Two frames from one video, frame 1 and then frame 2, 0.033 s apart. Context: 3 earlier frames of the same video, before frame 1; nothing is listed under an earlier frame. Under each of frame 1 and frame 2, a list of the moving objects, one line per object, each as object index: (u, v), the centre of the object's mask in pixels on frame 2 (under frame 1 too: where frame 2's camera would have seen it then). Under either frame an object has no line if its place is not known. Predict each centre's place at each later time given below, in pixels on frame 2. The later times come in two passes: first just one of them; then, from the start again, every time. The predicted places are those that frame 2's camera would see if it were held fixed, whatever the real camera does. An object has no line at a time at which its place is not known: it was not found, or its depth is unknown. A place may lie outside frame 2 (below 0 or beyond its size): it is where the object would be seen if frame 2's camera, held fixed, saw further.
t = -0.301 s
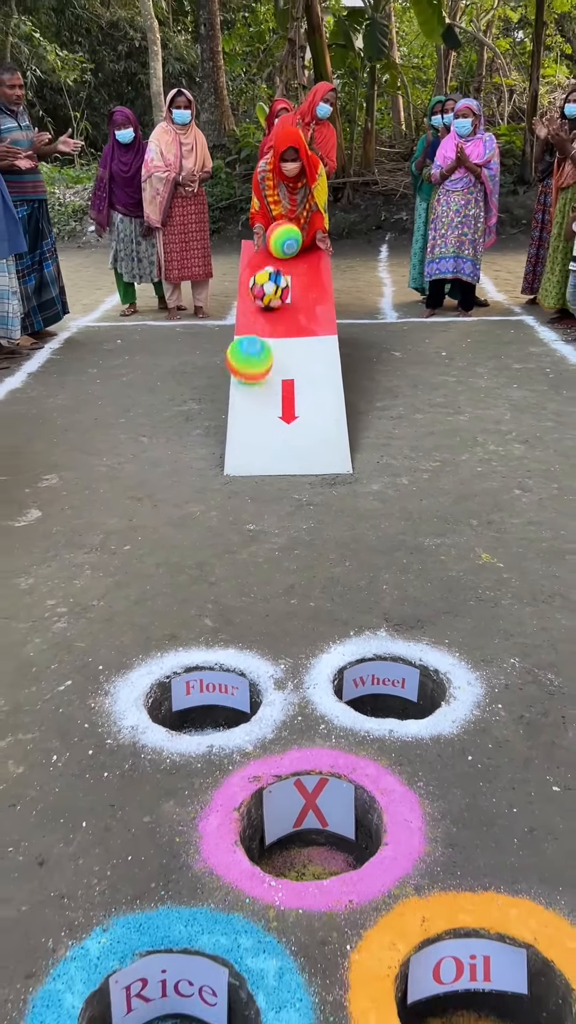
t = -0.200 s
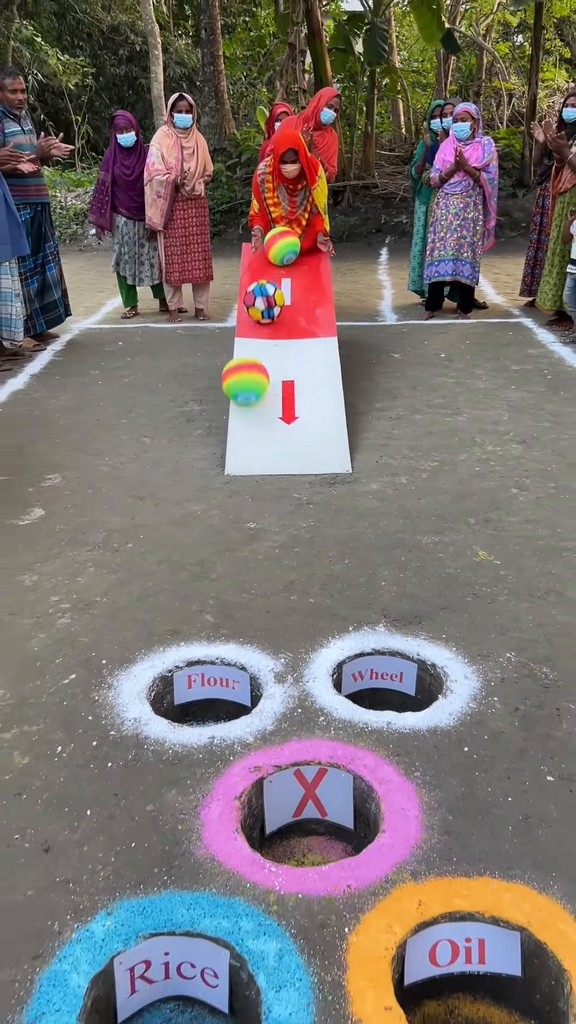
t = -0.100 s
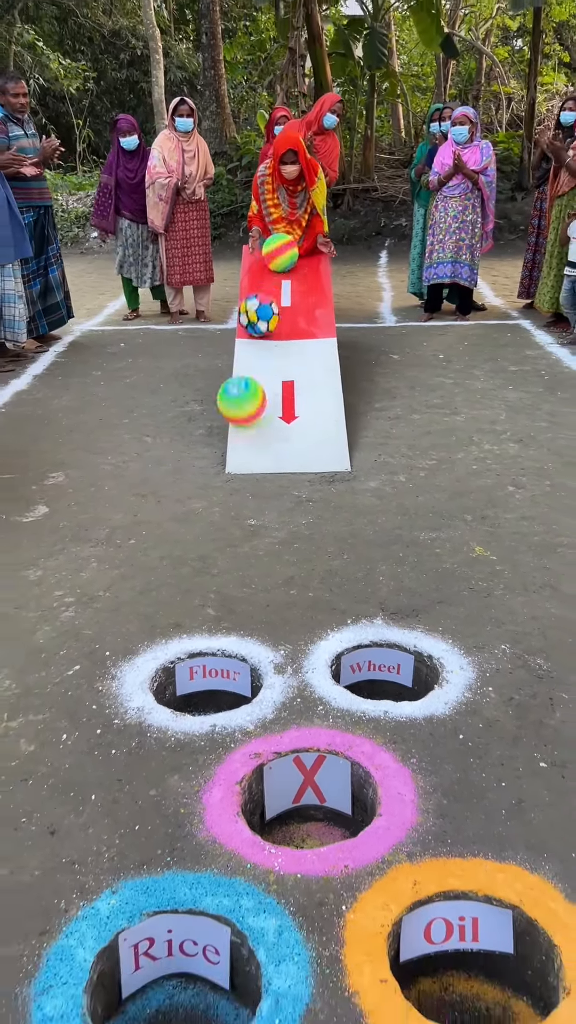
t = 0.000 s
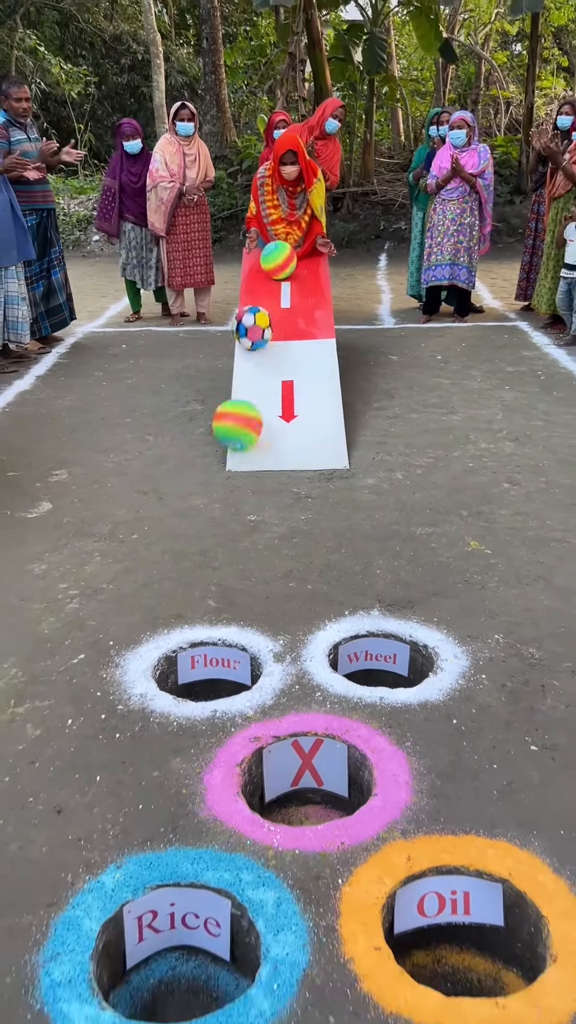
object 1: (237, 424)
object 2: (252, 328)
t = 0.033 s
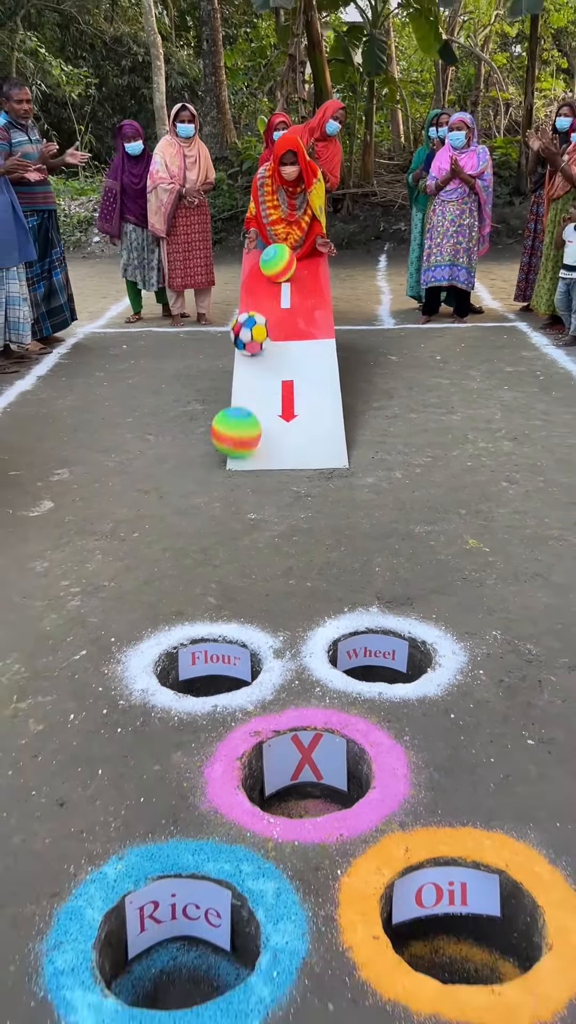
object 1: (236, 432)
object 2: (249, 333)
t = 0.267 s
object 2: (235, 373)
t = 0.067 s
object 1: (234, 440)
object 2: (248, 339)
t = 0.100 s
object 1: (231, 450)
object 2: (246, 344)
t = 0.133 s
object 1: (228, 452)
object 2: (244, 350)
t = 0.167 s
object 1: (225, 455)
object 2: (242, 356)
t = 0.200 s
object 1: (223, 461)
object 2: (240, 362)
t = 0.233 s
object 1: (220, 467)
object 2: (237, 368)
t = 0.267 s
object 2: (235, 373)
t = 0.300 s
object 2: (232, 380)
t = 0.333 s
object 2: (230, 388)
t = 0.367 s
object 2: (227, 394)
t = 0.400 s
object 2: (224, 400)
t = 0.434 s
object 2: (220, 408)
